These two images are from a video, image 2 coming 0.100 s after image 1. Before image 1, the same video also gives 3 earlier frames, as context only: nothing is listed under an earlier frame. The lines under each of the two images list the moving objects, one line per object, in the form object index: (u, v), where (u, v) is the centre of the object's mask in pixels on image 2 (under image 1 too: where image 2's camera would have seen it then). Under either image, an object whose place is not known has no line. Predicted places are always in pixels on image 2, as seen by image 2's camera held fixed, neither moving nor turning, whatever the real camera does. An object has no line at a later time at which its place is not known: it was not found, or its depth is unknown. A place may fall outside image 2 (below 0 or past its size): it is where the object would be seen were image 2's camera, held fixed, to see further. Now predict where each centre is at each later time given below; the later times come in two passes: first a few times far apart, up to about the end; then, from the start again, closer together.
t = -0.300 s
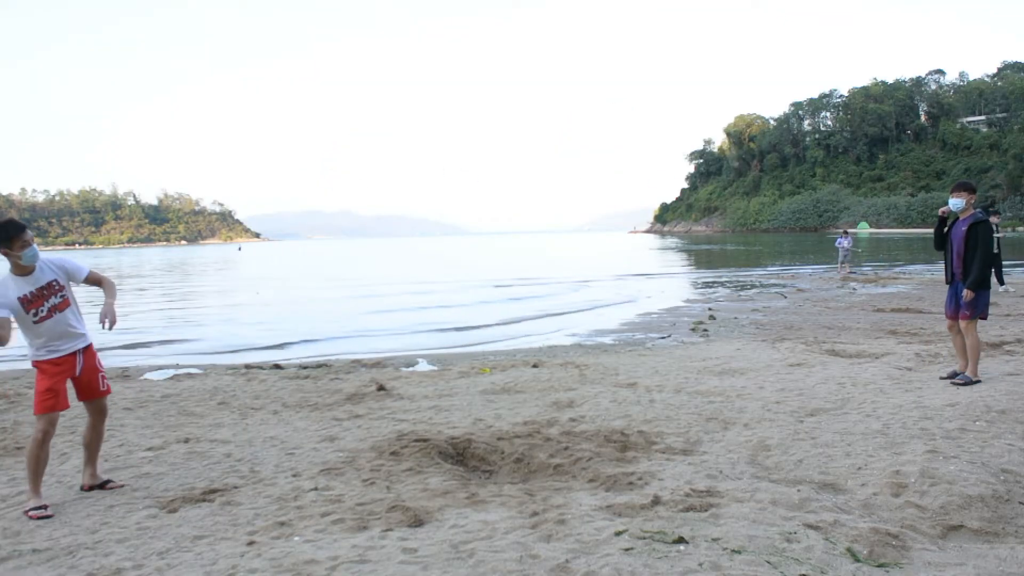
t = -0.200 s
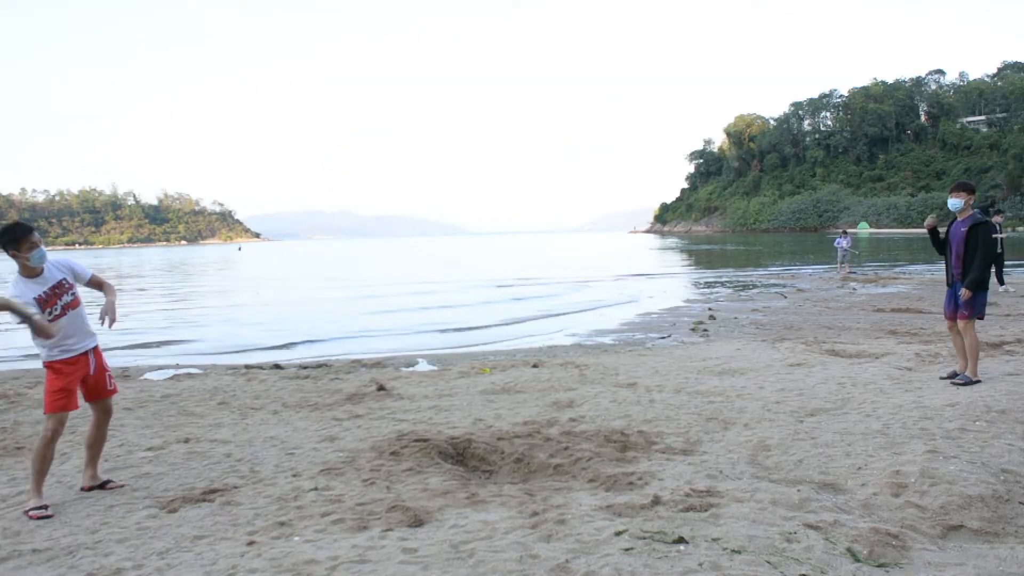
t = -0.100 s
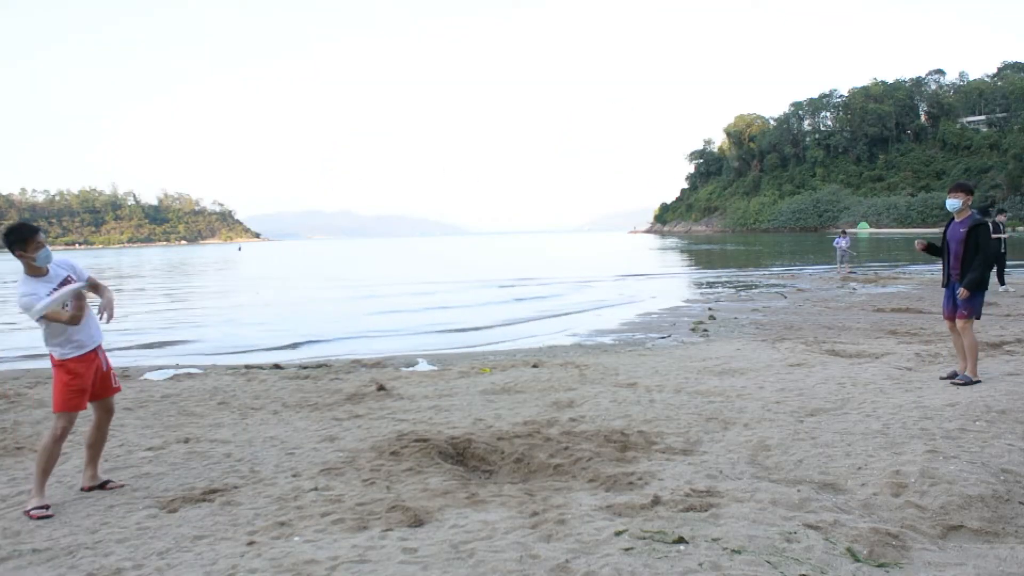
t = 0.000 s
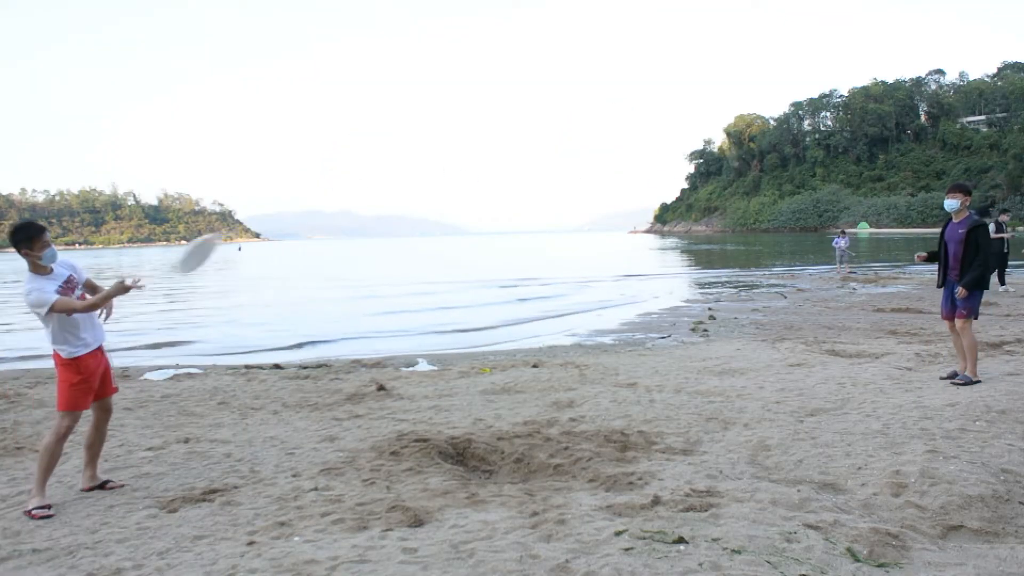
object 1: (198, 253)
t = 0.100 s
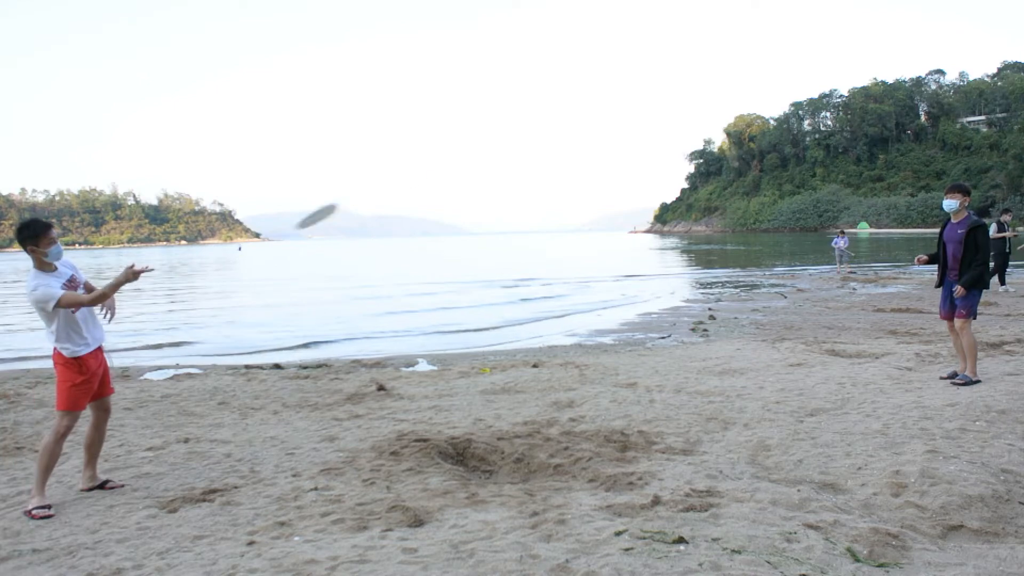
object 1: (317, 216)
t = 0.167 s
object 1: (389, 196)
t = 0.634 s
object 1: (723, 152)
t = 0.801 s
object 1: (792, 172)
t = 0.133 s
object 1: (353, 206)
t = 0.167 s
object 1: (389, 196)
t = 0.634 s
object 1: (723, 152)
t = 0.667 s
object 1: (738, 155)
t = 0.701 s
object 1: (753, 159)
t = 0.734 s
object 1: (766, 162)
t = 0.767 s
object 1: (780, 167)
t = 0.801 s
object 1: (792, 172)
